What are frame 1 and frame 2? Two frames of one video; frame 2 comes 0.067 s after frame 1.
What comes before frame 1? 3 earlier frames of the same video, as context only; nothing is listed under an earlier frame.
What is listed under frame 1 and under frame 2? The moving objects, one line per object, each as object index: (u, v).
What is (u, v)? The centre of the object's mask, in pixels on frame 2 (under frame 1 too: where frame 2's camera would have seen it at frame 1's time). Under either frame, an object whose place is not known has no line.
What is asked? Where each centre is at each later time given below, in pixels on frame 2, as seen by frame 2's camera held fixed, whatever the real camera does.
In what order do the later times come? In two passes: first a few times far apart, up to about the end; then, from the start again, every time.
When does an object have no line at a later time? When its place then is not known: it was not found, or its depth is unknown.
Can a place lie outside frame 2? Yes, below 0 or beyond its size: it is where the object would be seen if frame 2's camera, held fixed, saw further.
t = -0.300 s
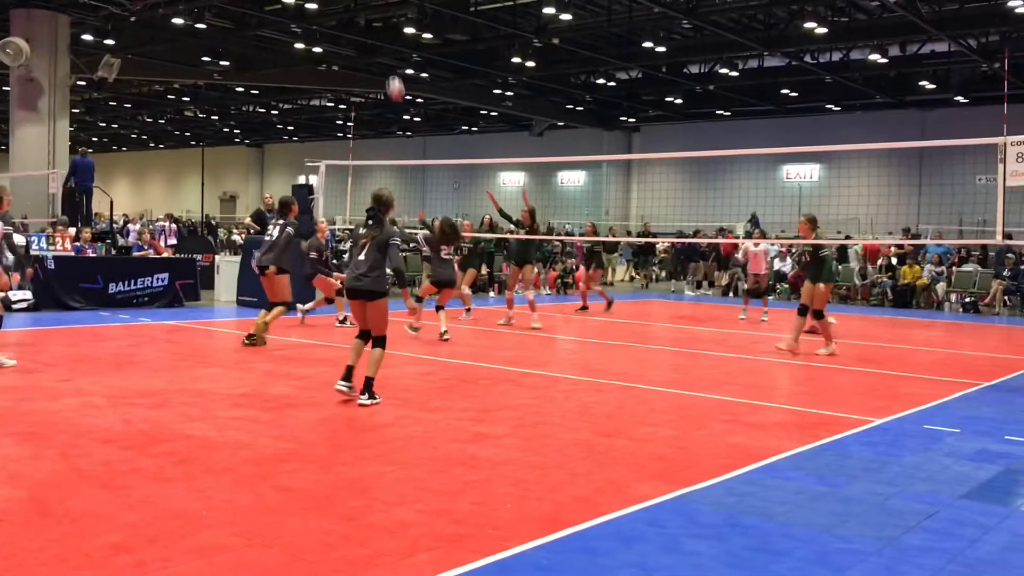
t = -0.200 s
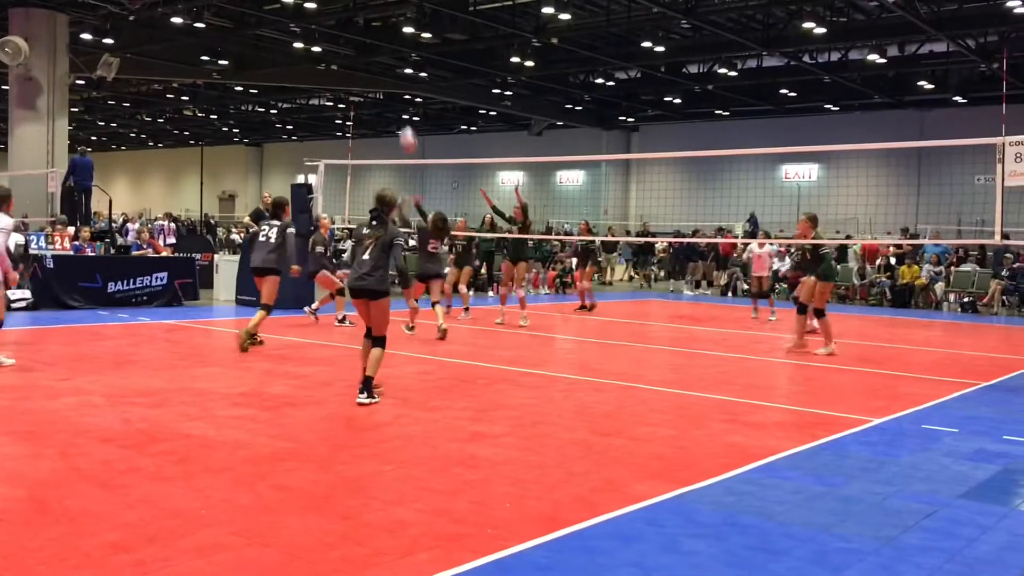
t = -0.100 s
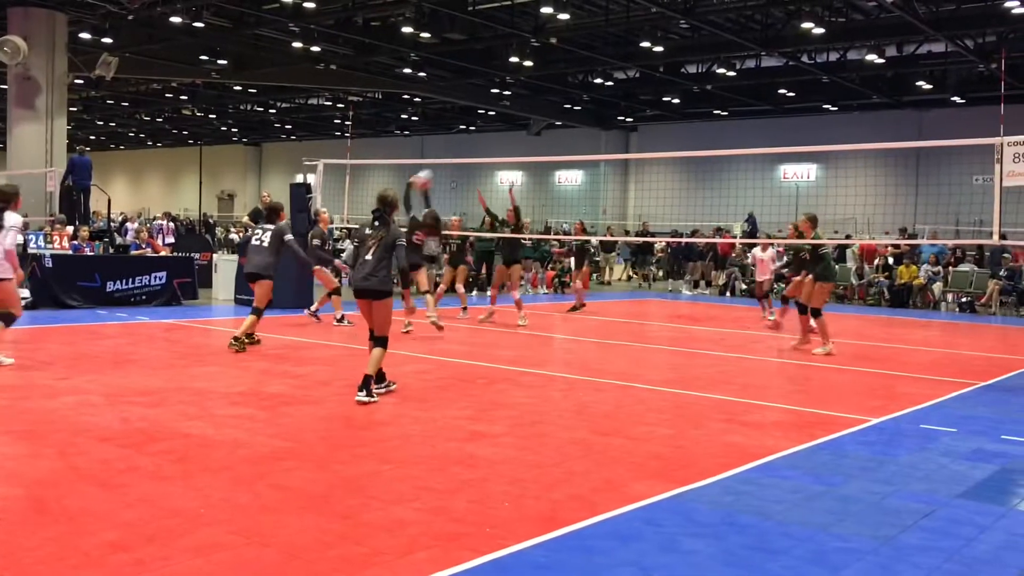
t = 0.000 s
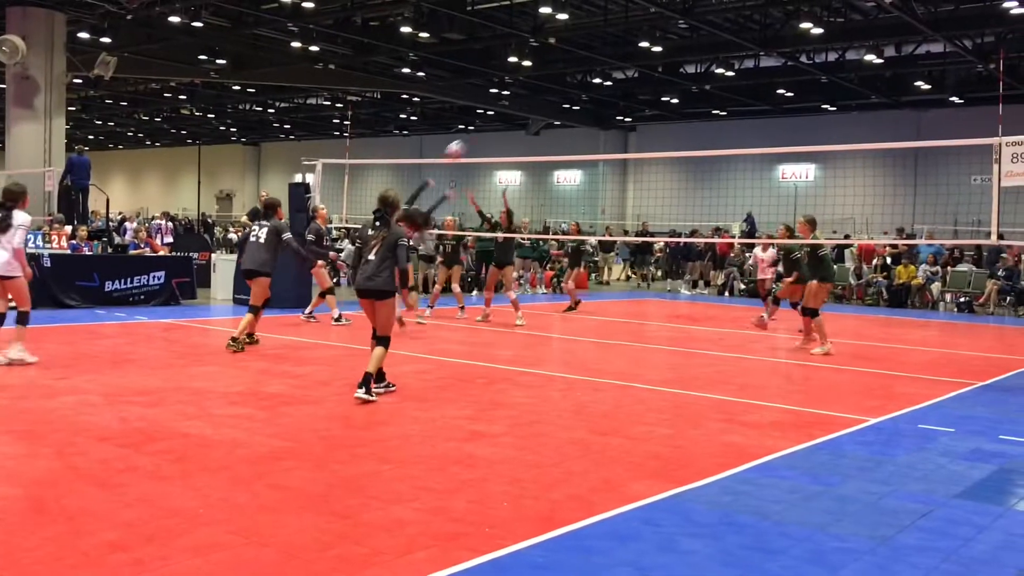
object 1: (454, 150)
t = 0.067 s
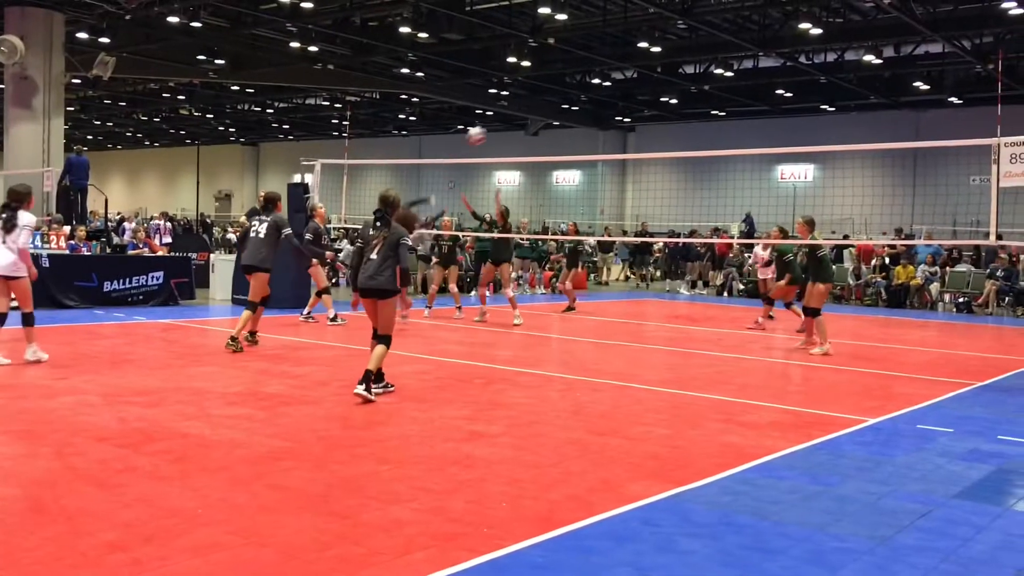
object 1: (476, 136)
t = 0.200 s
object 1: (518, 118)
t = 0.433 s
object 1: (582, 121)
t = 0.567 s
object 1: (615, 139)
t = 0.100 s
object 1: (487, 130)
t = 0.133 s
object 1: (497, 125)
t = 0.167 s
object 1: (508, 121)
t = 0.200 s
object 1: (518, 118)
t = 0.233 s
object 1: (527, 116)
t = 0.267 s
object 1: (537, 115)
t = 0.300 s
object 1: (547, 114)
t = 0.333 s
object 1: (555, 115)
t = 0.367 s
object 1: (565, 116)
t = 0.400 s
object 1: (573, 118)
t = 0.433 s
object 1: (582, 121)
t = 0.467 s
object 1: (590, 124)
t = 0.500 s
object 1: (599, 129)
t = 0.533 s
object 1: (607, 133)
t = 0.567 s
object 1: (615, 139)
